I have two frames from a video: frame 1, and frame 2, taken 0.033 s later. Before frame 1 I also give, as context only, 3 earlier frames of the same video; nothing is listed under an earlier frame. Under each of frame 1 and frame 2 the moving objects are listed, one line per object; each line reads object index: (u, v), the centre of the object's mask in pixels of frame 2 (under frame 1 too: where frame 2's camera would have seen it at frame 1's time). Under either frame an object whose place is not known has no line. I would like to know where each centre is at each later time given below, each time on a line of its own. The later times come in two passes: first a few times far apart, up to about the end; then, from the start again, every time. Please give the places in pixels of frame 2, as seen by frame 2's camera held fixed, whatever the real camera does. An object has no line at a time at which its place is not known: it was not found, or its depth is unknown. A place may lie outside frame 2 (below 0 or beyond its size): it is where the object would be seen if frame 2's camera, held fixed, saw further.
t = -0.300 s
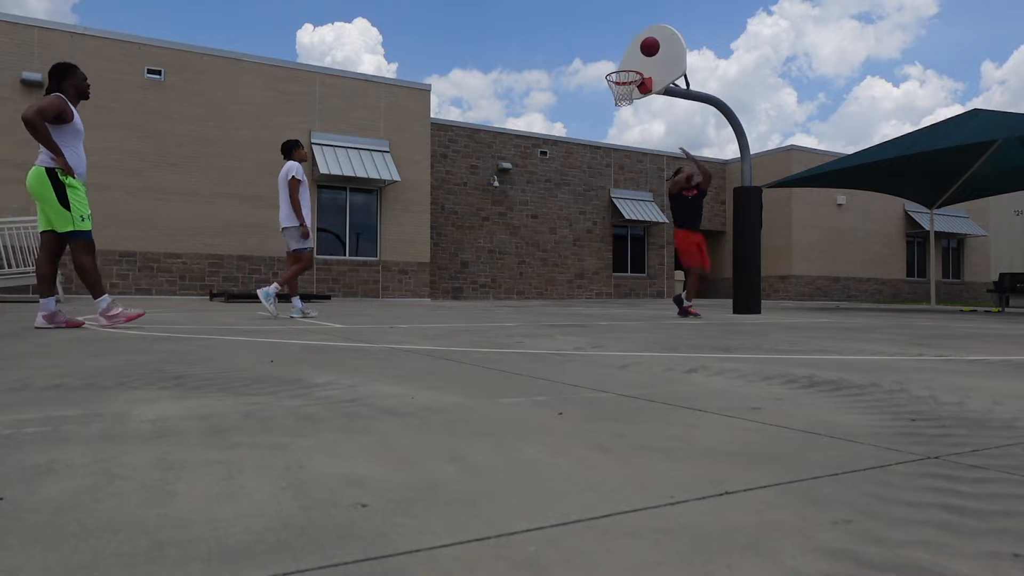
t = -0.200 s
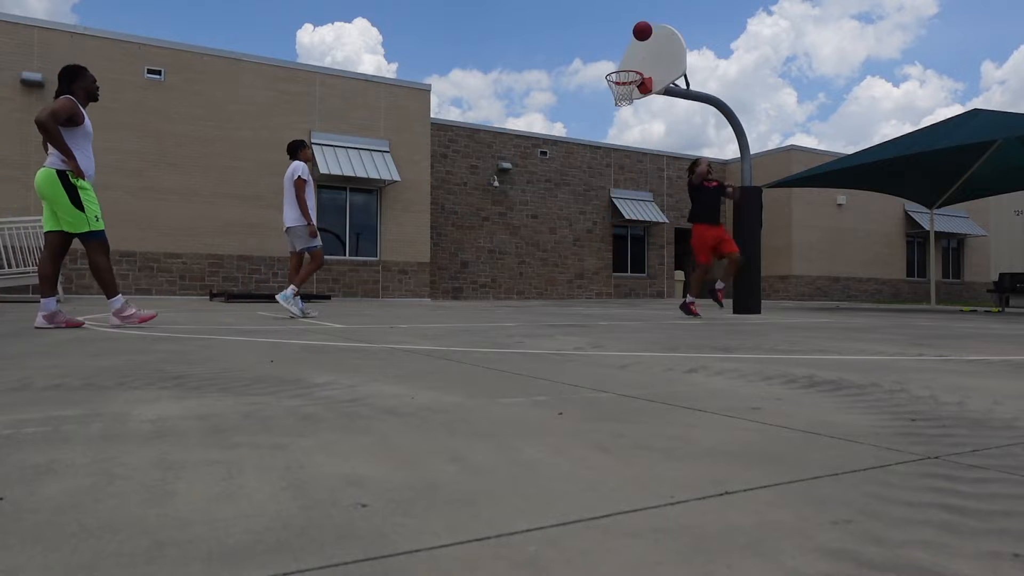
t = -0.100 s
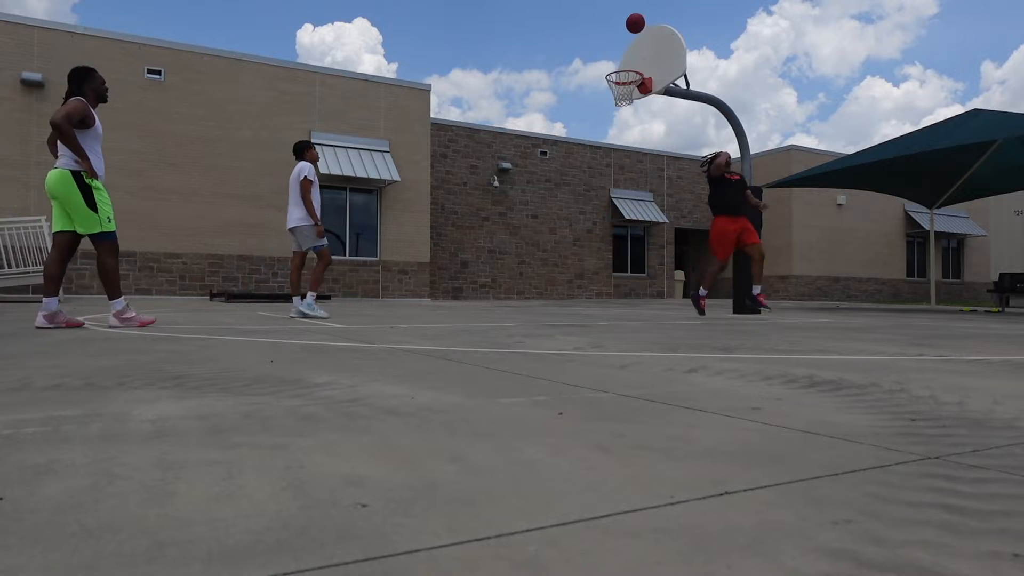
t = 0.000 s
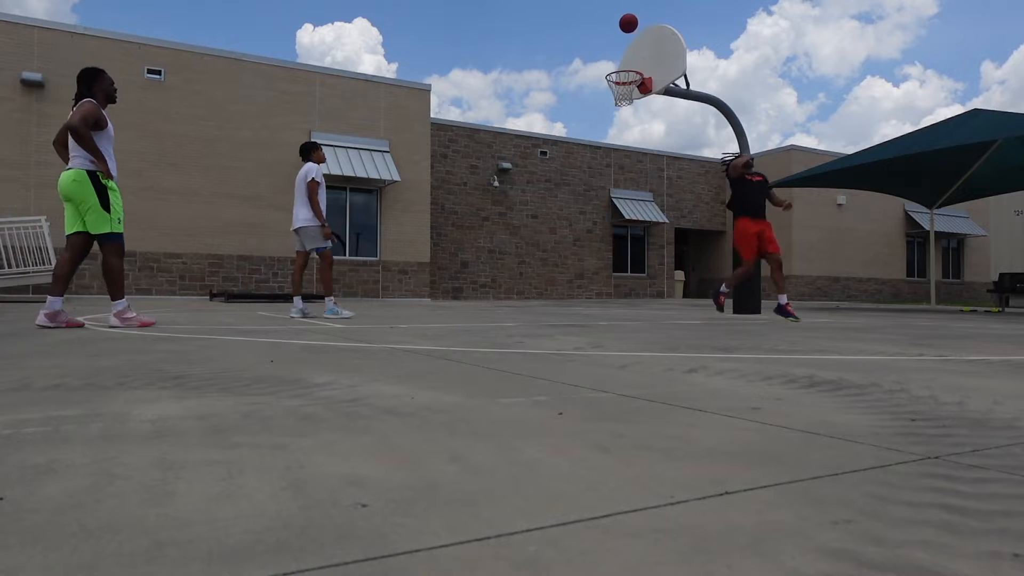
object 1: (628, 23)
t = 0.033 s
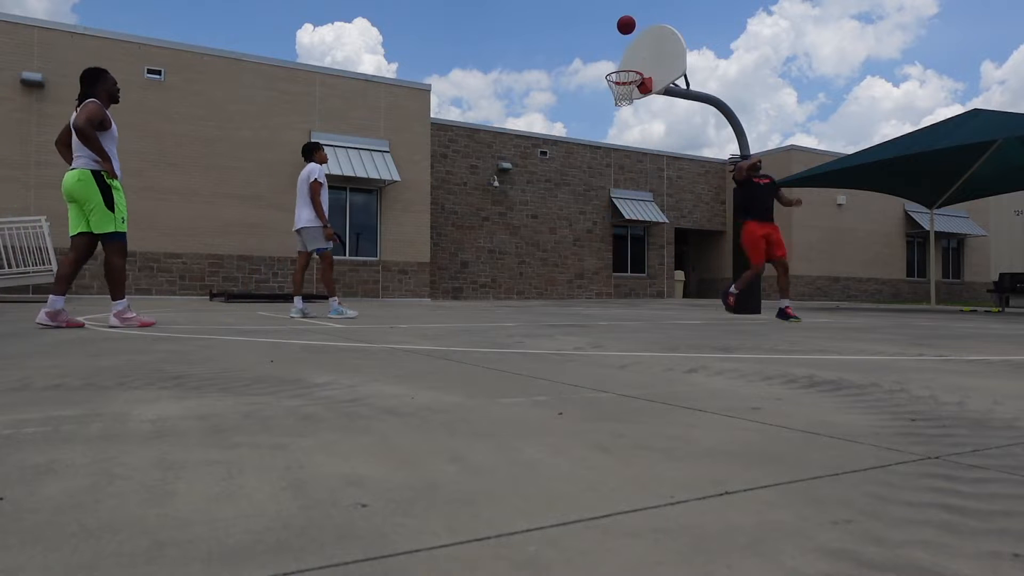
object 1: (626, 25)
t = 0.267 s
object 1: (610, 59)
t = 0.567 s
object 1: (588, 63)
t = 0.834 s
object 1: (568, 100)
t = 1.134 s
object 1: (545, 199)
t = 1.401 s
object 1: (528, 282)
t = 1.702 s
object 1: (515, 183)
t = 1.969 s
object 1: (503, 147)
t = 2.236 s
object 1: (492, 161)
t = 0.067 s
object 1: (624, 27)
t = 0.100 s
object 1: (622, 31)
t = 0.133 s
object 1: (619, 35)
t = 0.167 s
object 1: (617, 40)
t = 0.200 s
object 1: (615, 46)
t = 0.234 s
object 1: (613, 52)
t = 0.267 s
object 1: (610, 59)
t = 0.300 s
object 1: (608, 67)
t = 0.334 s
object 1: (606, 72)
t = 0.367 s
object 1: (604, 68)
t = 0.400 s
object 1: (601, 65)
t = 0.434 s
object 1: (598, 63)
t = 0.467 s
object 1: (596, 62)
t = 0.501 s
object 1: (593, 62)
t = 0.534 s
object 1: (590, 62)
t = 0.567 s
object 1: (588, 63)
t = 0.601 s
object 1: (585, 65)
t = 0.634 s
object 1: (583, 67)
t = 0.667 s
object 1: (580, 71)
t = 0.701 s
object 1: (578, 75)
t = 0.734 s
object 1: (575, 80)
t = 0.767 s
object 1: (573, 86)
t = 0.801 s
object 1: (570, 92)
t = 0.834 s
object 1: (568, 100)
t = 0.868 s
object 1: (565, 108)
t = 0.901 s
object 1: (563, 117)
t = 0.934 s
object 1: (560, 126)
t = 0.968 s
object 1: (558, 137)
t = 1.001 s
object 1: (555, 148)
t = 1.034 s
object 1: (553, 160)
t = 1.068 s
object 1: (550, 172)
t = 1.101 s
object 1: (548, 185)
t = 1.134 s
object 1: (545, 199)
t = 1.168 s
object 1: (543, 214)
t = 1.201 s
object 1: (540, 230)
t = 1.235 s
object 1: (538, 246)
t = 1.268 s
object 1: (536, 263)
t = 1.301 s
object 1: (533, 281)
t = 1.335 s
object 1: (531, 299)
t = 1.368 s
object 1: (529, 297)
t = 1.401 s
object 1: (528, 282)
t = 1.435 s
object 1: (526, 268)
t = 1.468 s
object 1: (525, 255)
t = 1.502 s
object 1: (523, 242)
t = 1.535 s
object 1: (522, 231)
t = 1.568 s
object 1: (520, 220)
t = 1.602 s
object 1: (519, 209)
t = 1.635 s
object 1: (518, 199)
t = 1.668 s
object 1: (516, 191)
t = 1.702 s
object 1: (515, 183)
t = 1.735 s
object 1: (513, 176)
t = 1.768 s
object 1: (512, 170)
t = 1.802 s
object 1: (510, 164)
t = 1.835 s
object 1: (509, 160)
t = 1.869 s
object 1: (508, 155)
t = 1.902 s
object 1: (506, 152)
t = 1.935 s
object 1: (505, 149)
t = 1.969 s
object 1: (503, 147)
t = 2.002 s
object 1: (502, 146)
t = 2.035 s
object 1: (501, 146)
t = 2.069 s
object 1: (499, 146)
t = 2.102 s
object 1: (498, 147)
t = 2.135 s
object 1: (496, 149)
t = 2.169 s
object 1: (495, 153)
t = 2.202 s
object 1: (493, 156)
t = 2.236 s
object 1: (492, 161)
